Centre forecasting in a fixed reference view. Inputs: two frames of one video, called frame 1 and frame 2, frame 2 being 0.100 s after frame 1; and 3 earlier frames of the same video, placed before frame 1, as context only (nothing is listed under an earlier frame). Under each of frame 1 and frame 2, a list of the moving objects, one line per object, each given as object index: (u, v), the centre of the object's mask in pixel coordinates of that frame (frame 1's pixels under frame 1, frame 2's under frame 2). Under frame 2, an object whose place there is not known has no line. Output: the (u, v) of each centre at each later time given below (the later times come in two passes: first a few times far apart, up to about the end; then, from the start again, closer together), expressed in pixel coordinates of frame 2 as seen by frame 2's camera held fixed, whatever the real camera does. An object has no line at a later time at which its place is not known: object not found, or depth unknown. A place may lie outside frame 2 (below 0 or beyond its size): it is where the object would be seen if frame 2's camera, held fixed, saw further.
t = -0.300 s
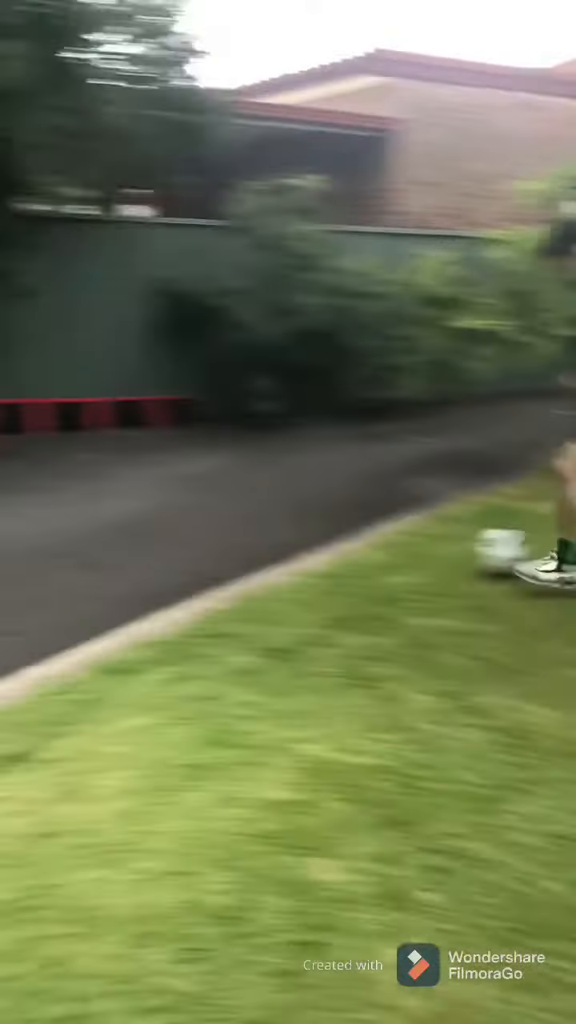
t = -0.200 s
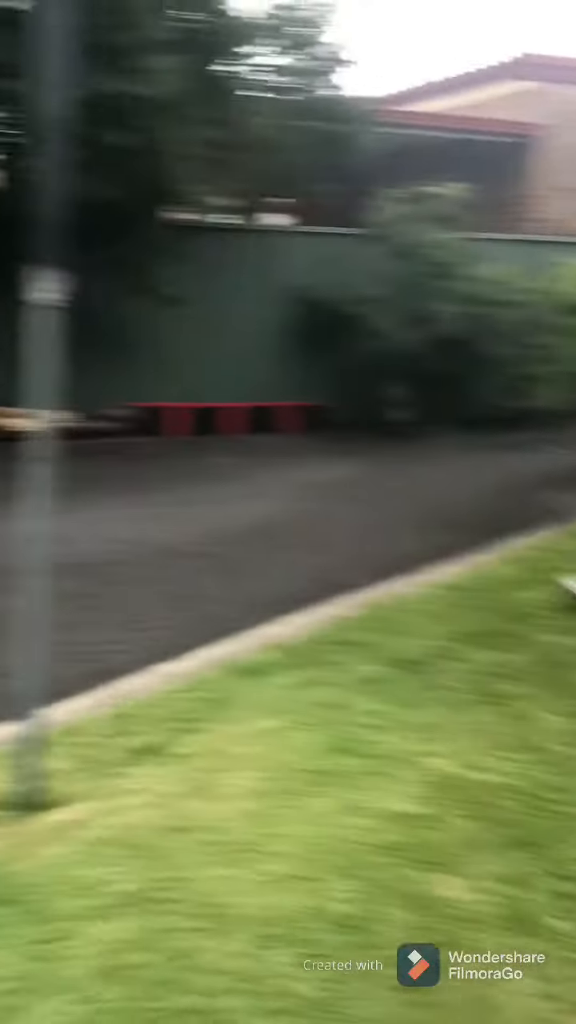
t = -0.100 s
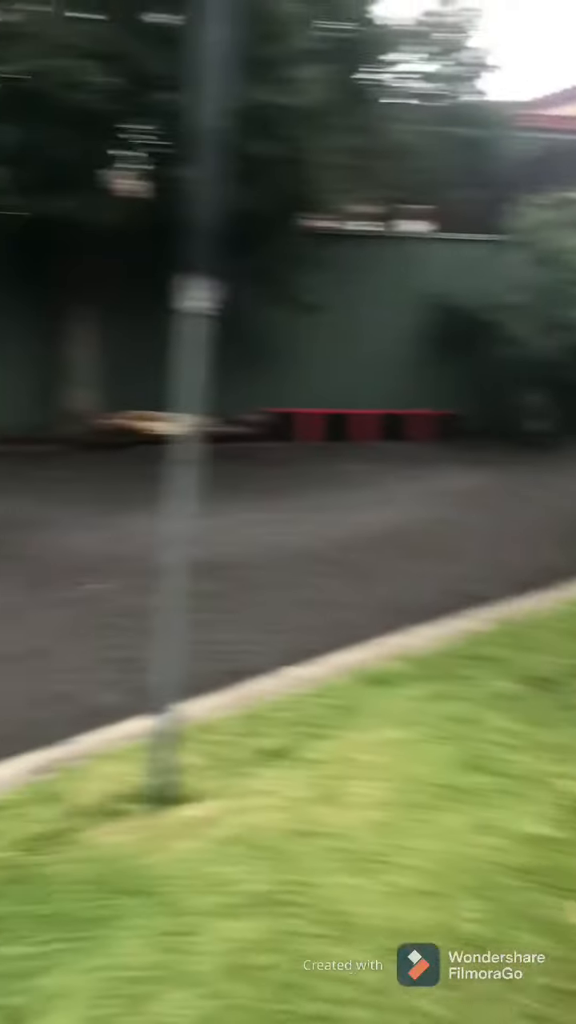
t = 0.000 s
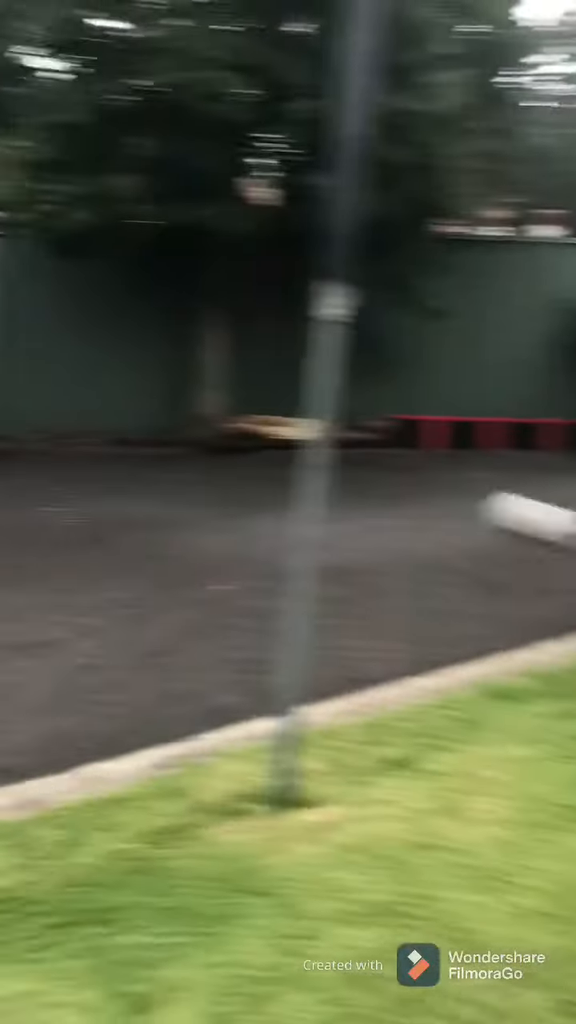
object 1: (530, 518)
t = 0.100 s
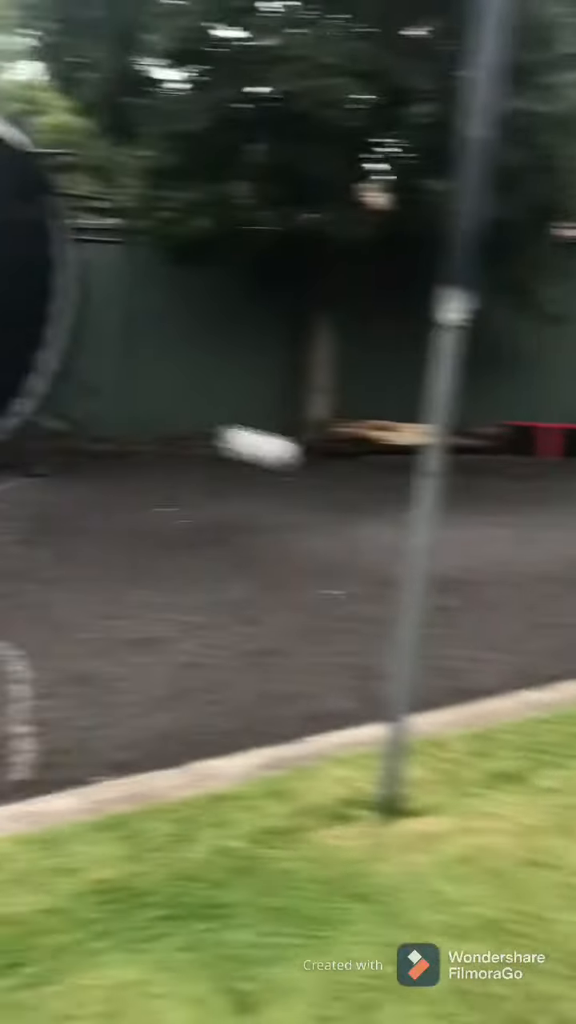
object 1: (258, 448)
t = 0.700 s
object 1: (132, 457)
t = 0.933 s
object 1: (291, 531)
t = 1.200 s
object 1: (500, 539)
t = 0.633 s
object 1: (91, 456)
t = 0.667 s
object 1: (111, 455)
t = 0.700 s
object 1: (132, 457)
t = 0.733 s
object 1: (155, 461)
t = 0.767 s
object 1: (176, 468)
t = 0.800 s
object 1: (198, 475)
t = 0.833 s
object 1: (221, 486)
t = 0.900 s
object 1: (268, 513)
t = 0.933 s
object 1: (291, 531)
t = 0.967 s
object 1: (315, 553)
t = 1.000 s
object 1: (341, 556)
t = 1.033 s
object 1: (366, 546)
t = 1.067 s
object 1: (391, 541)
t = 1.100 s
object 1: (412, 538)
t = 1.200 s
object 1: (500, 539)
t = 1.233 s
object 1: (528, 545)
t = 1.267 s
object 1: (557, 552)
